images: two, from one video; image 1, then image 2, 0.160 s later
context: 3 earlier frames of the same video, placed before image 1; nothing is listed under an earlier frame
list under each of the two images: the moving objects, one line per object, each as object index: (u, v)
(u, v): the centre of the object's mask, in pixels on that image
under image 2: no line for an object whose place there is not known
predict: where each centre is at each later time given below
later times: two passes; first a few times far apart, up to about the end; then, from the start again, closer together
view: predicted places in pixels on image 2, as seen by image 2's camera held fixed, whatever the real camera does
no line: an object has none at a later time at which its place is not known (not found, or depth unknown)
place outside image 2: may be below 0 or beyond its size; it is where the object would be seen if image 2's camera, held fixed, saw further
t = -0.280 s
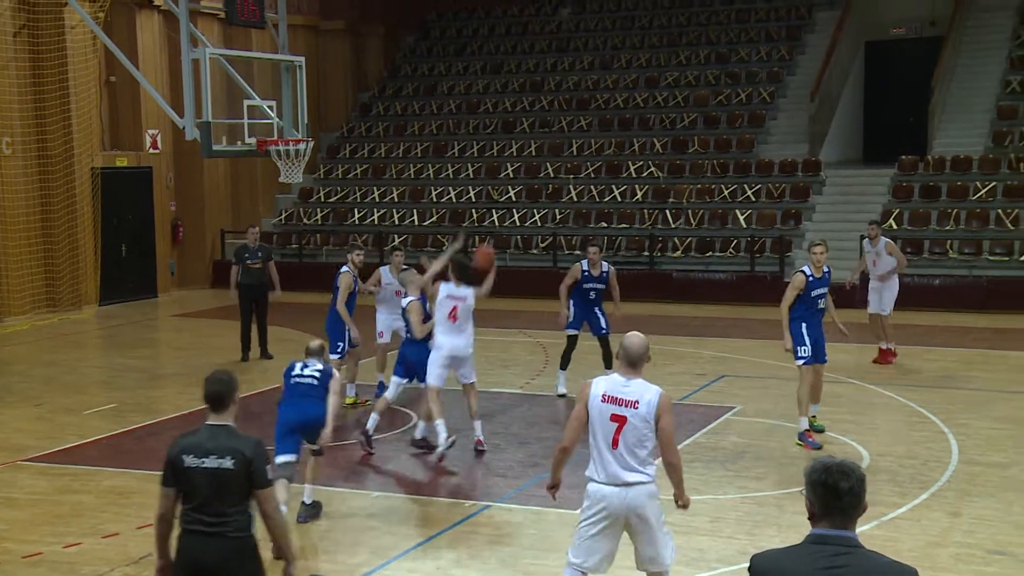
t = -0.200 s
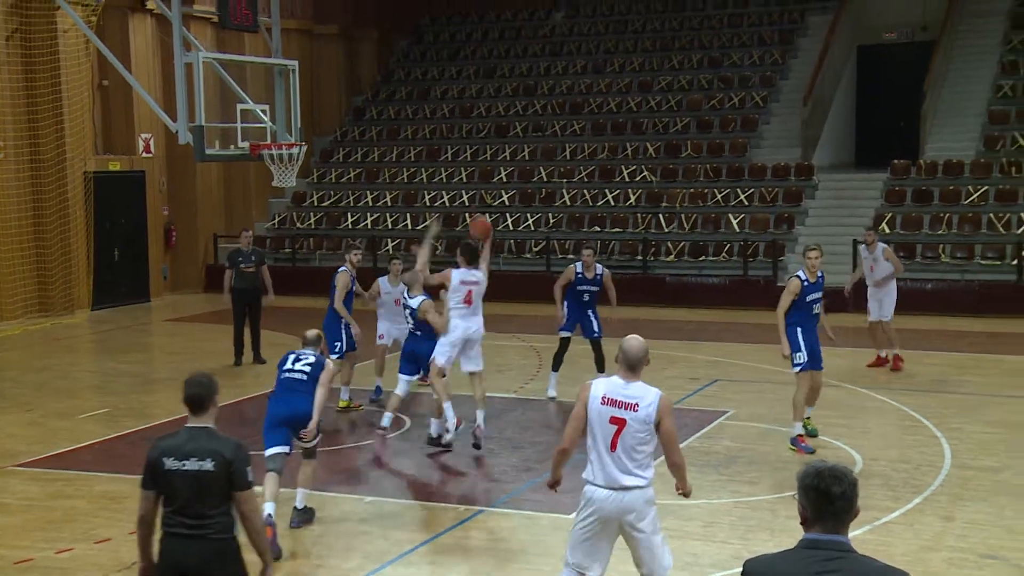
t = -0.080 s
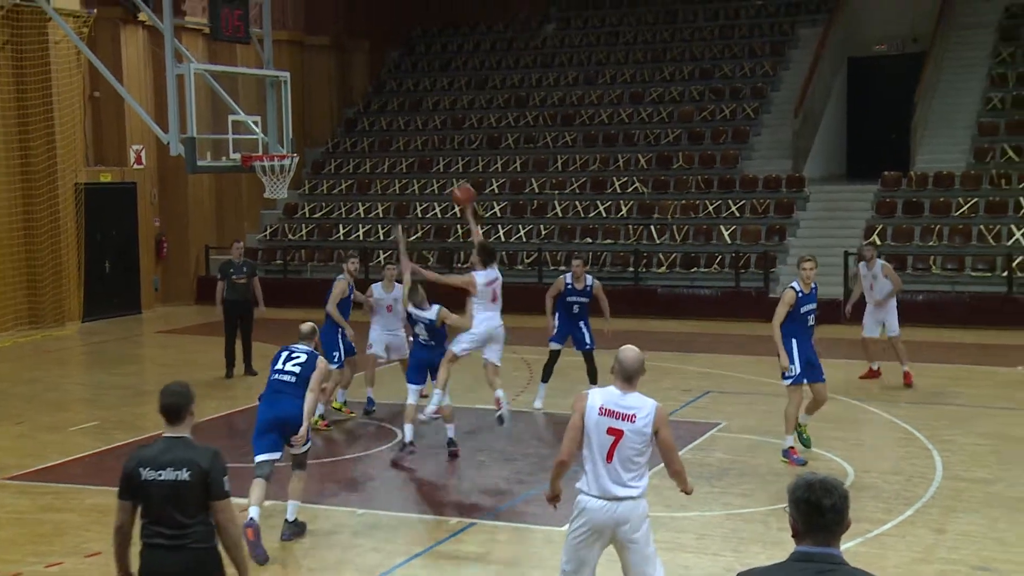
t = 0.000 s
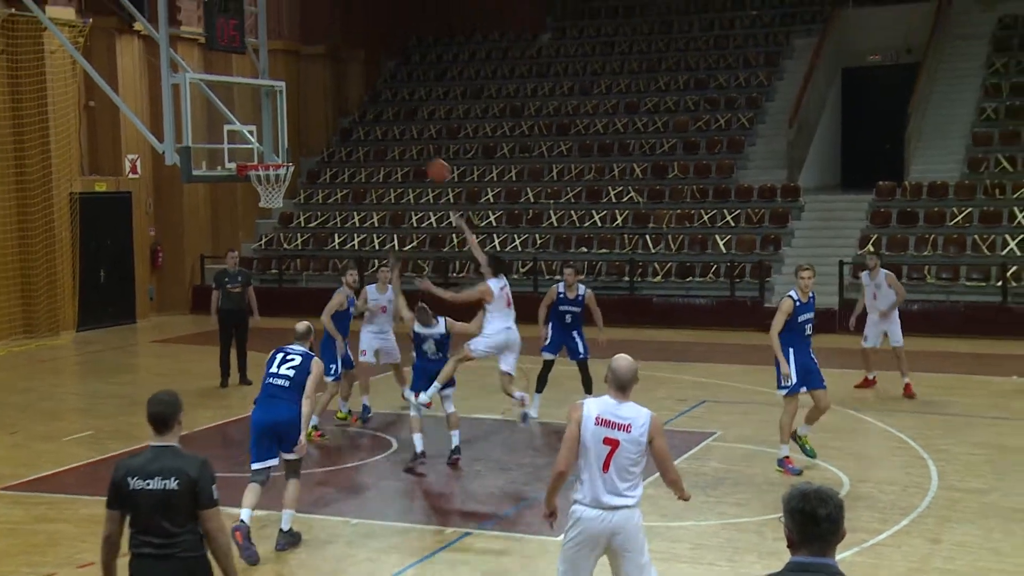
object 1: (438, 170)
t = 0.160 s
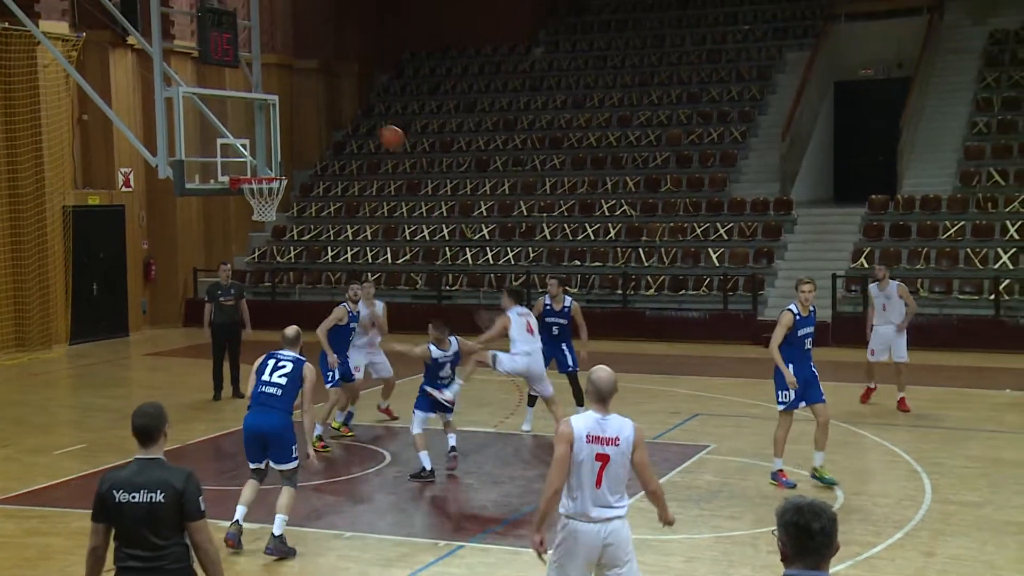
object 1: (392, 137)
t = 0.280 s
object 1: (362, 118)
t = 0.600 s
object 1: (289, 134)
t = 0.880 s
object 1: (249, 150)
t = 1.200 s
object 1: (261, 162)
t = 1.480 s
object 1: (278, 199)
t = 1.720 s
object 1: (270, 243)
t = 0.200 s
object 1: (381, 129)
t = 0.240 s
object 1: (372, 122)
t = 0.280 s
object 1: (362, 118)
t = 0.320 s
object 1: (353, 115)
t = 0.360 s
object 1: (343, 114)
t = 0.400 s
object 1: (335, 113)
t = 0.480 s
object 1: (316, 116)
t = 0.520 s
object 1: (307, 120)
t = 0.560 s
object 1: (298, 126)
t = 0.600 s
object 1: (289, 134)
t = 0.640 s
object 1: (281, 143)
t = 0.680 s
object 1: (271, 154)
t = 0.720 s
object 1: (263, 165)
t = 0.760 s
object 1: (258, 163)
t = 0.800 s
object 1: (256, 157)
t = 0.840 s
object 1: (252, 153)
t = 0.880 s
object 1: (249, 150)
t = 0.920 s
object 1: (246, 149)
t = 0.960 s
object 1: (244, 149)
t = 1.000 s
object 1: (242, 150)
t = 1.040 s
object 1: (243, 150)
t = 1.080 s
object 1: (247, 151)
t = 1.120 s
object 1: (252, 154)
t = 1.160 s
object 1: (256, 157)
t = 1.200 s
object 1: (261, 162)
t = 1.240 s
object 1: (265, 168)
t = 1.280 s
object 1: (268, 173)
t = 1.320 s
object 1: (271, 184)
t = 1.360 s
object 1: (281, 197)
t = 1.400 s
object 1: (282, 198)
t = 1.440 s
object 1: (279, 198)
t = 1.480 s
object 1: (278, 199)
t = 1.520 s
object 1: (284, 203)
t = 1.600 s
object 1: (274, 222)
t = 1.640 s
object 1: (273, 227)
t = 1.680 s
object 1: (270, 233)
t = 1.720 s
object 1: (270, 243)
